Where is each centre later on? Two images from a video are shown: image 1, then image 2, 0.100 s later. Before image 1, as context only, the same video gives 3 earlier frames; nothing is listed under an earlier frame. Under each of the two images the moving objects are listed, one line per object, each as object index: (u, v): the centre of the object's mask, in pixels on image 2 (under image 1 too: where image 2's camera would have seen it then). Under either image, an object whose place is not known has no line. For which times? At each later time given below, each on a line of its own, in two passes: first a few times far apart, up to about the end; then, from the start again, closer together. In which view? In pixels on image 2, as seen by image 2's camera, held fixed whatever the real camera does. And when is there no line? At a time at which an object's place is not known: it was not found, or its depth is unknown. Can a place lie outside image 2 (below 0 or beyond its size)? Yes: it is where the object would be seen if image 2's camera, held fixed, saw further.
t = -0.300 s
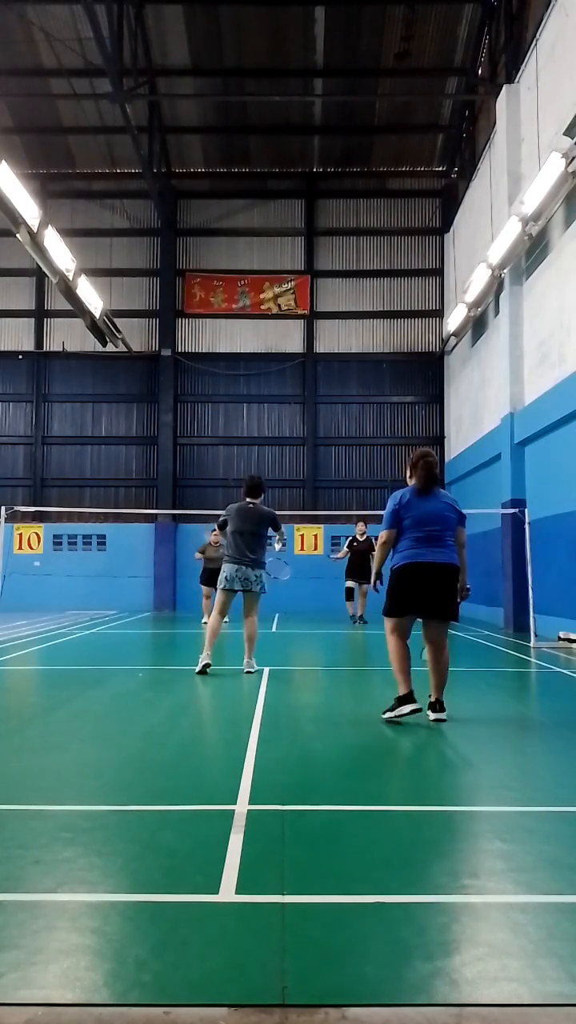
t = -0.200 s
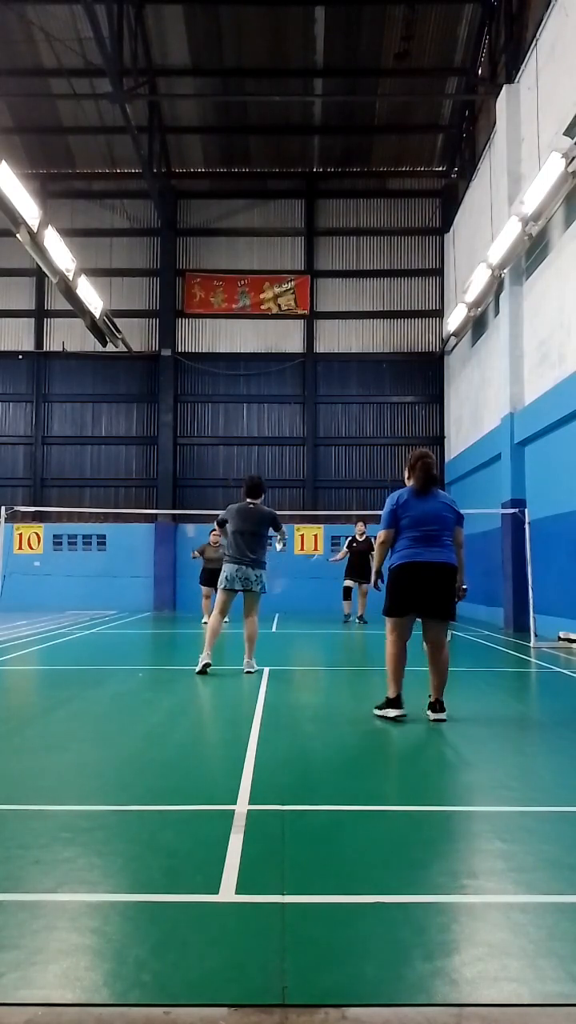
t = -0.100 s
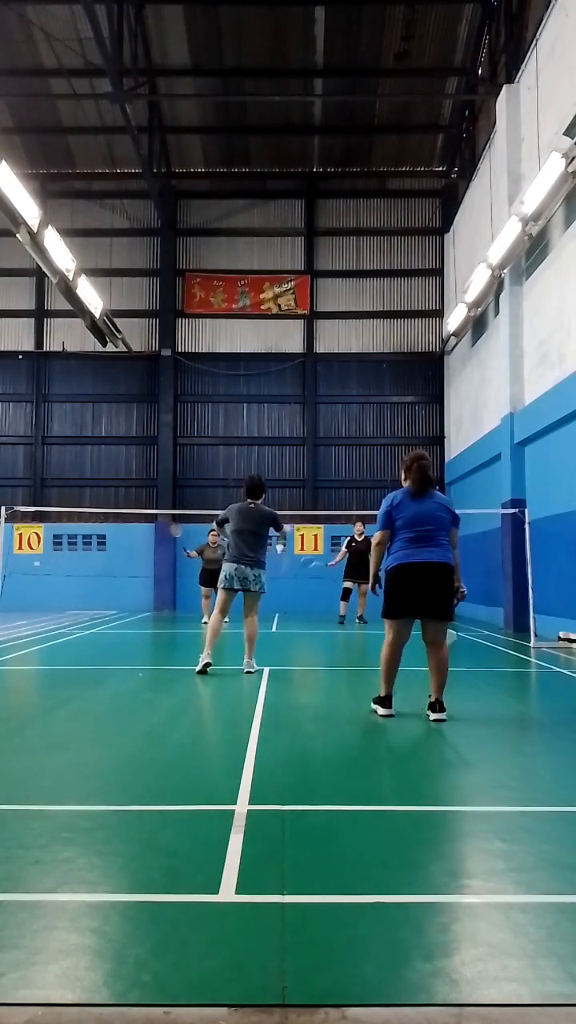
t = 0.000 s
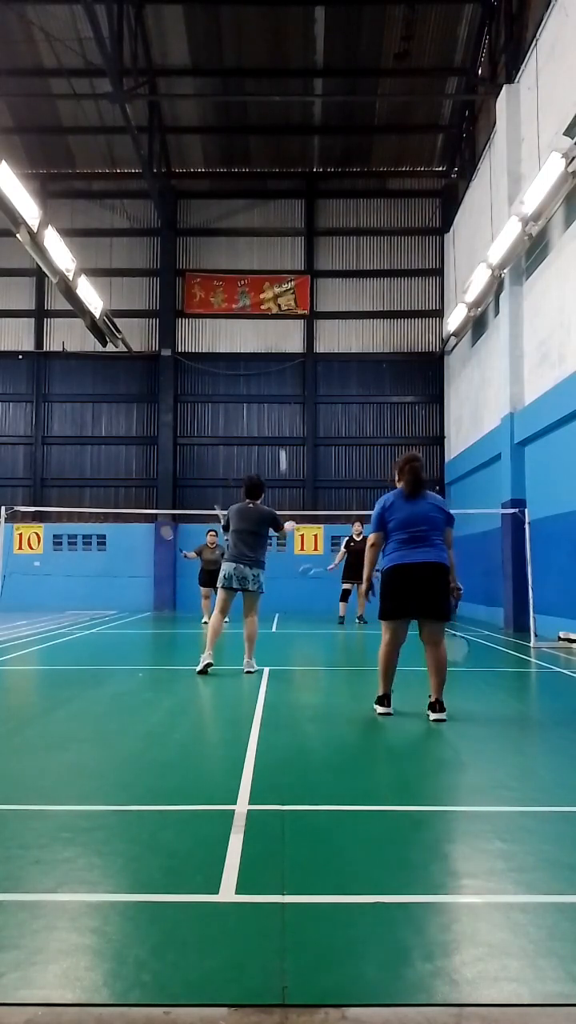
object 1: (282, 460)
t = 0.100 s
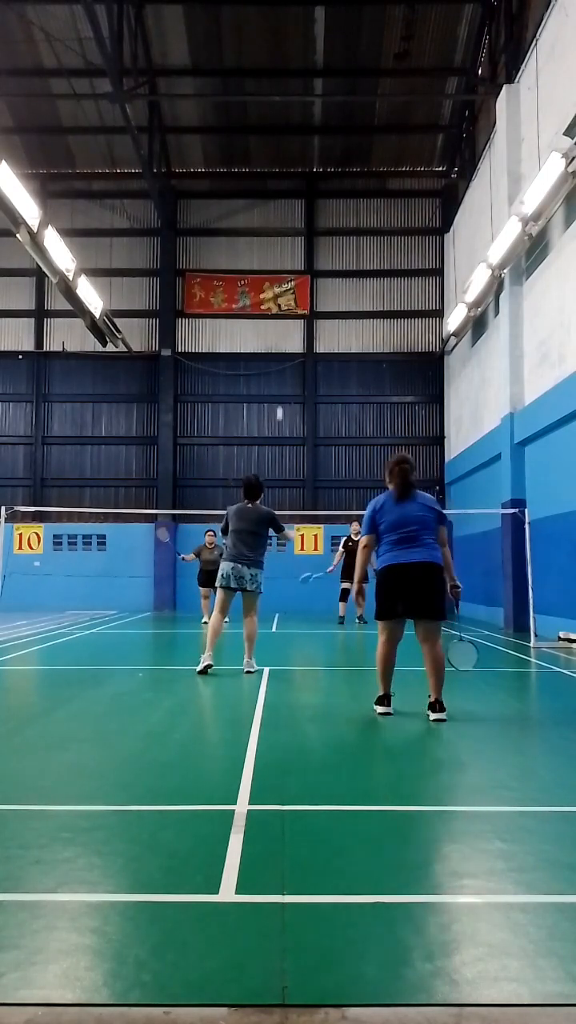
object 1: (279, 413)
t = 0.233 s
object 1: (278, 382)
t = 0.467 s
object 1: (279, 372)
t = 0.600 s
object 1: (279, 382)
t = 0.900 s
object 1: (281, 431)
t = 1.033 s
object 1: (281, 463)
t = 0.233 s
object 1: (278, 382)
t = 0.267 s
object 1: (278, 378)
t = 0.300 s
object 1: (278, 375)
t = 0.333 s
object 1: (279, 373)
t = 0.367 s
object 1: (279, 372)
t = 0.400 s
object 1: (279, 371)
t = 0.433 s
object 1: (279, 372)
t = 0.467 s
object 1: (279, 372)
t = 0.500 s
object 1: (279, 374)
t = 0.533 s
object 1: (279, 376)
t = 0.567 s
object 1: (279, 379)
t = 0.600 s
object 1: (279, 382)
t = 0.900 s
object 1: (281, 431)
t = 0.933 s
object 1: (281, 439)
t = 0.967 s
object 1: (281, 447)
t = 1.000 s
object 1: (281, 454)
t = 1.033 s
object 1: (281, 463)
